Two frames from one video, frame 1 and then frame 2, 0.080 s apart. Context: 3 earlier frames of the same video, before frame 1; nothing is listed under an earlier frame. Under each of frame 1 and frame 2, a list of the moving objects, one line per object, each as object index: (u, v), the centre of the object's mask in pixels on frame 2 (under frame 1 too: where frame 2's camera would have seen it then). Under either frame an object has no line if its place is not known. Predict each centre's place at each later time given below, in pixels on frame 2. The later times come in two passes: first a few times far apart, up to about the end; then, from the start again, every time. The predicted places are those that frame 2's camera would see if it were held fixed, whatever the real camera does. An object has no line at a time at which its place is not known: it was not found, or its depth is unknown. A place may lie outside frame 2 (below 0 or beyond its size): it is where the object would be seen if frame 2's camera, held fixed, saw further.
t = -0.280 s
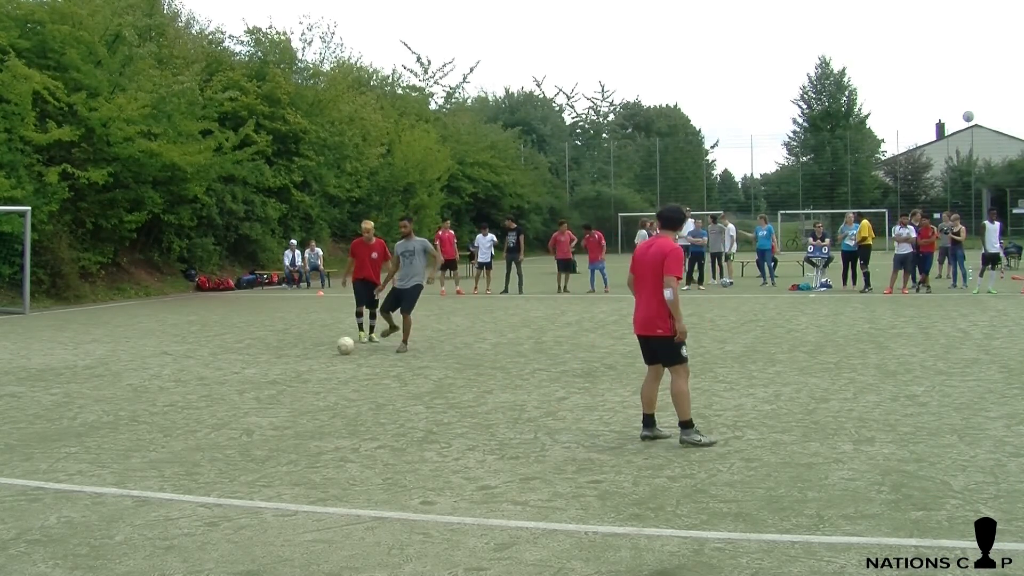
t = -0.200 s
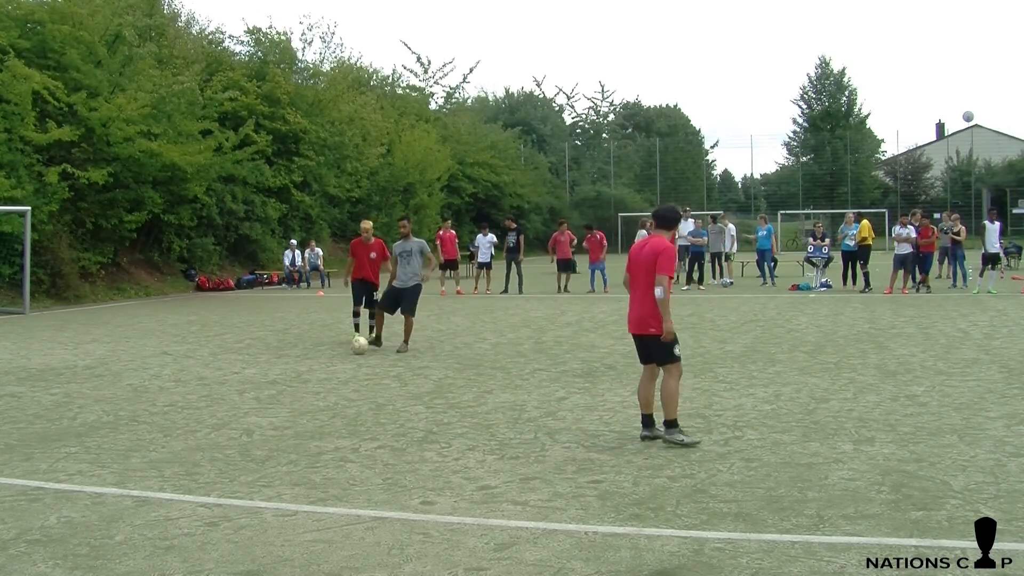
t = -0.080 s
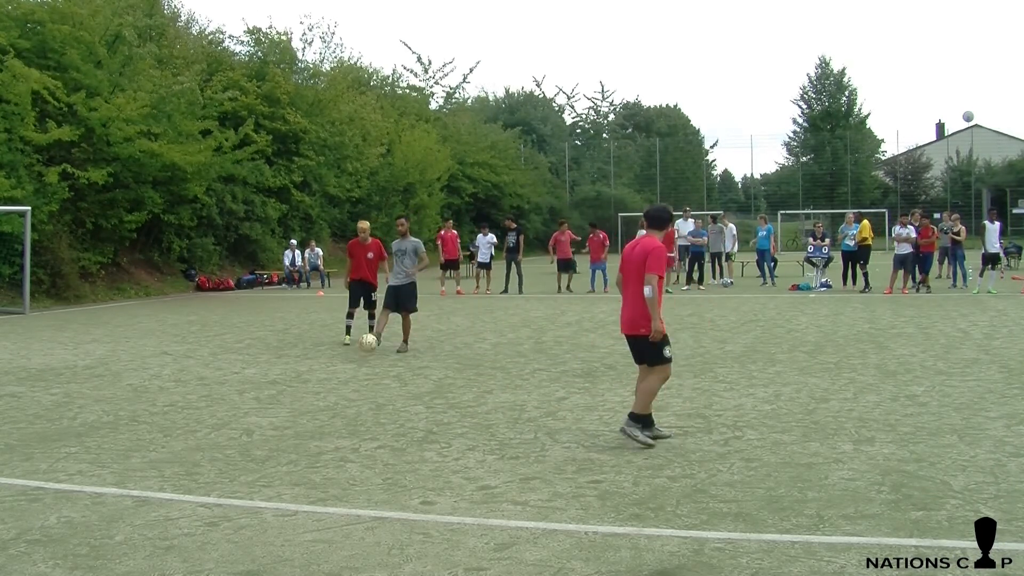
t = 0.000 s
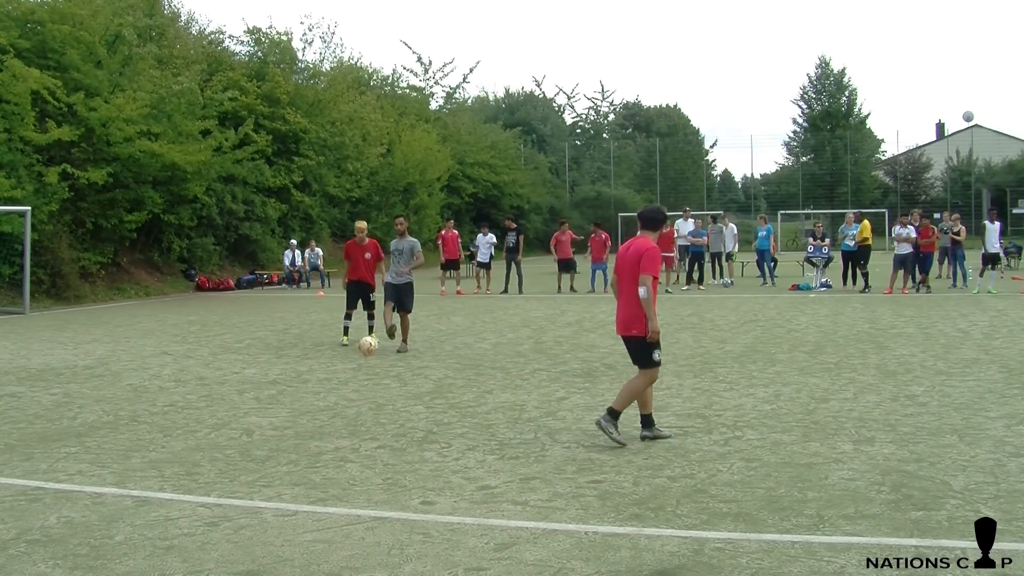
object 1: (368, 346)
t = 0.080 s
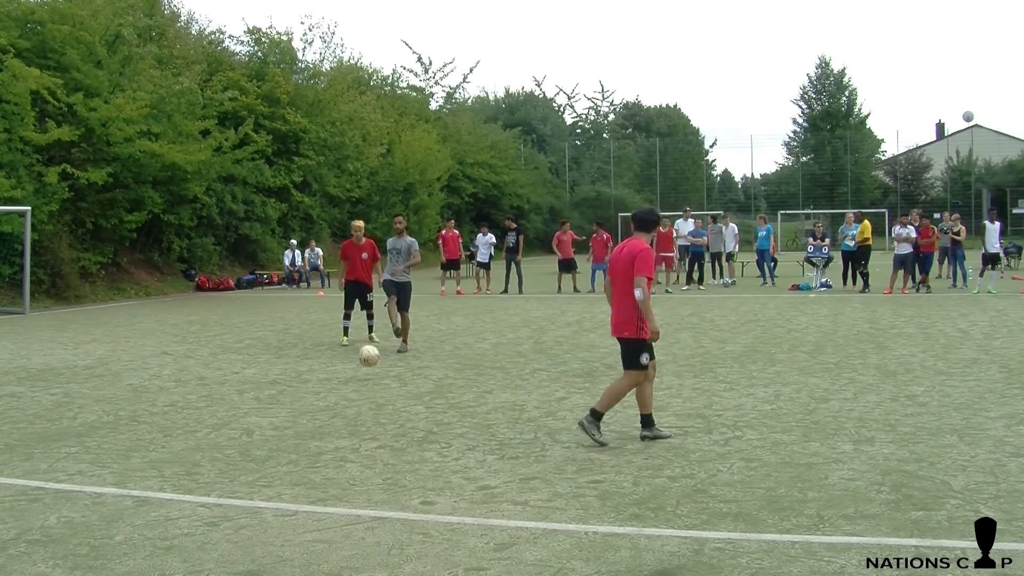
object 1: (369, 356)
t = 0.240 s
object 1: (370, 383)
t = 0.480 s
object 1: (373, 415)
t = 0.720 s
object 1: (377, 449)
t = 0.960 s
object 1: (384, 514)
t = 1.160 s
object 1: (393, 567)
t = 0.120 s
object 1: (369, 364)
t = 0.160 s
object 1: (370, 373)
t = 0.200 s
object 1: (370, 384)
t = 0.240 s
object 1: (370, 383)
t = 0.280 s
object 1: (371, 383)
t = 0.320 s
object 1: (371, 384)
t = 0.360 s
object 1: (372, 388)
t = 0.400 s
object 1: (372, 395)
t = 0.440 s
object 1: (372, 404)
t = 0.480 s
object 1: (373, 415)
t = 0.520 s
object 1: (374, 430)
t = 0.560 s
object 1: (374, 429)
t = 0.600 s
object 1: (374, 430)
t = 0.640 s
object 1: (375, 434)
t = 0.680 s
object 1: (376, 440)
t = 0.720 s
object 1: (377, 449)
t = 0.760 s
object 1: (378, 462)
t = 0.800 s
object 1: (379, 478)
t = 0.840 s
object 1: (380, 484)
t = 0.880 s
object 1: (381, 489)
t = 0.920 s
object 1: (383, 499)
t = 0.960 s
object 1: (384, 514)
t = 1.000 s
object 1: (385, 526)
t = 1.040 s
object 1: (386, 533)
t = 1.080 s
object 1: (388, 545)
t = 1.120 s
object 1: (392, 558)
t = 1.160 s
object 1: (393, 567)
